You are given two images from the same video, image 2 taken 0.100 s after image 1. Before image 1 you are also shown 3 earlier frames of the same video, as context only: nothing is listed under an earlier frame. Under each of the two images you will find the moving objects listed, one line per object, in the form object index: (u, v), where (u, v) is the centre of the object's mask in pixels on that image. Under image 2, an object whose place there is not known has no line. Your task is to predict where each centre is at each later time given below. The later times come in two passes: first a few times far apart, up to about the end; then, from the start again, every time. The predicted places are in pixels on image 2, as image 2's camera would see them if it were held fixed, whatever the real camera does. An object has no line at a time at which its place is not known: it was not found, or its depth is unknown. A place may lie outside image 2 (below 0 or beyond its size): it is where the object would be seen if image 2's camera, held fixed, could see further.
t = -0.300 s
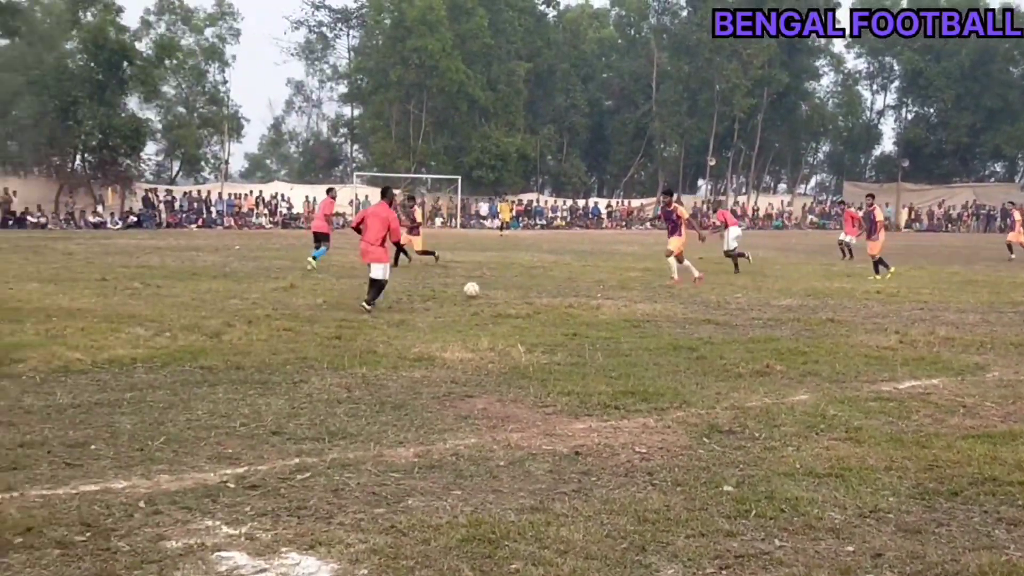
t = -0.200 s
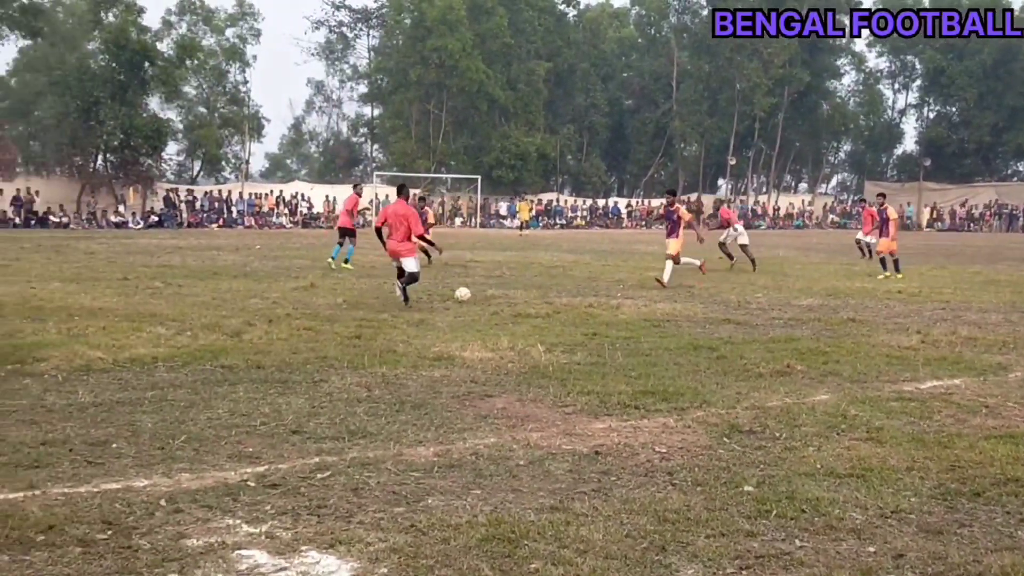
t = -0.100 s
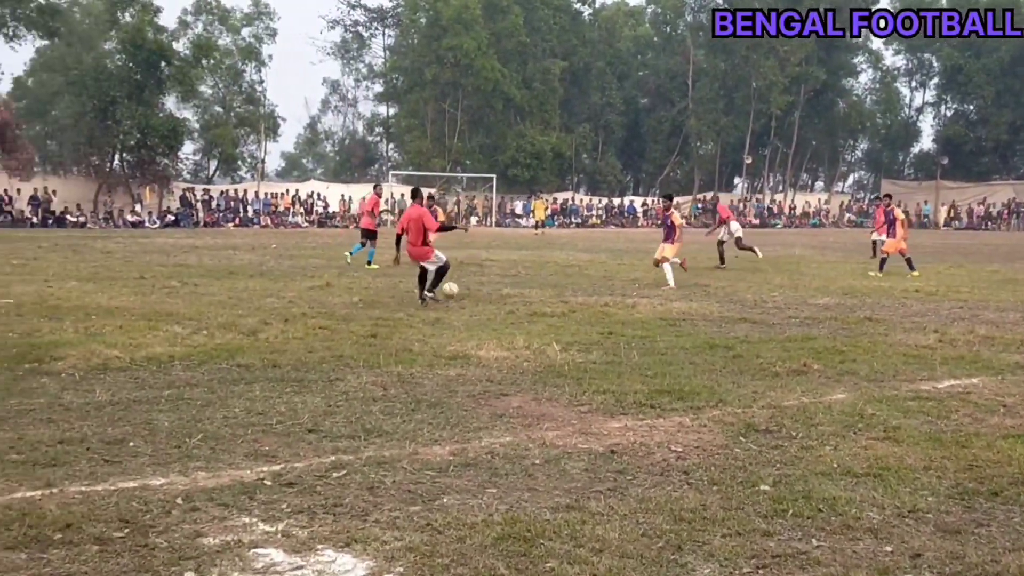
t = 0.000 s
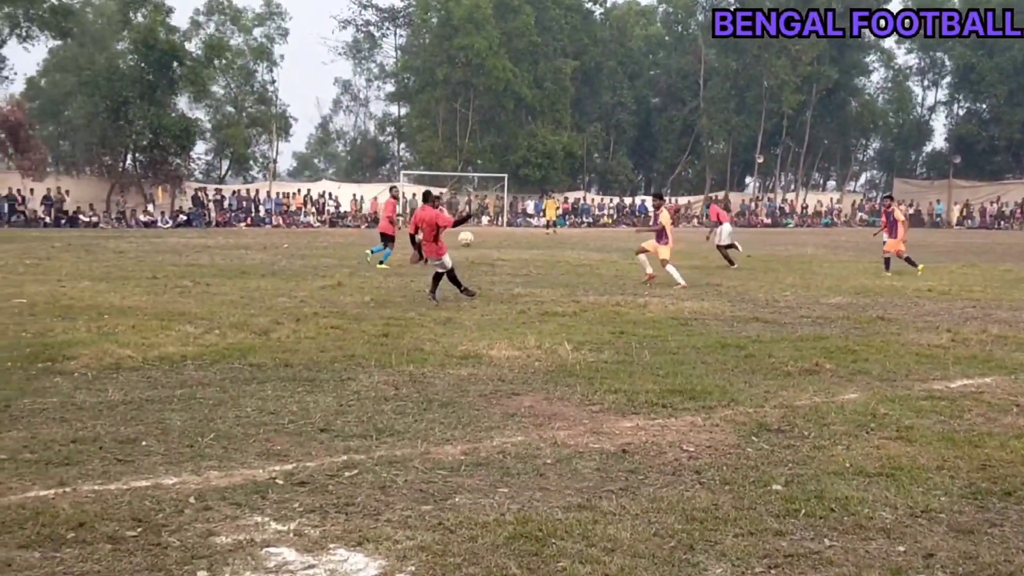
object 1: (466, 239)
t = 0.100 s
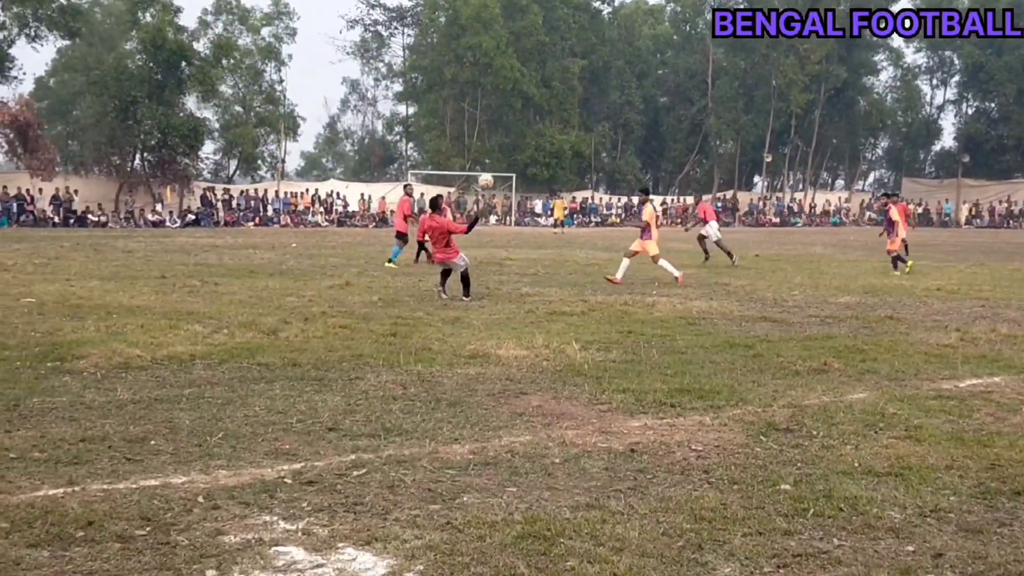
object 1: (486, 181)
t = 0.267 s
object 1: (498, 111)
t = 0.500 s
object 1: (508, 55)
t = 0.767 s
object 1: (509, 30)
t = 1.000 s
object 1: (506, 33)
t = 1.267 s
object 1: (500, 58)
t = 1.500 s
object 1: (492, 95)
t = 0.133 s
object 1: (489, 164)
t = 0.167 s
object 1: (492, 150)
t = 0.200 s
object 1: (495, 136)
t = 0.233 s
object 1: (496, 123)
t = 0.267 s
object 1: (498, 111)
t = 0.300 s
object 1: (500, 101)
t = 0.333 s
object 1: (502, 91)
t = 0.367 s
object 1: (503, 82)
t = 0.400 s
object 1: (505, 74)
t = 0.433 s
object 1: (505, 67)
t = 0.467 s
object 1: (506, 60)
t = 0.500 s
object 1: (508, 55)
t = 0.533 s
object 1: (508, 49)
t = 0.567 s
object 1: (509, 45)
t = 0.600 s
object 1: (509, 41)
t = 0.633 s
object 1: (509, 38)
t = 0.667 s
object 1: (509, 35)
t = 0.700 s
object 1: (509, 33)
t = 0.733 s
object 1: (509, 31)
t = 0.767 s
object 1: (509, 30)
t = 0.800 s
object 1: (509, 30)
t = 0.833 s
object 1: (508, 29)
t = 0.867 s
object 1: (508, 29)
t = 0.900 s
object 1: (508, 30)
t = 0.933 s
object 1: (507, 30)
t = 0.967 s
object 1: (506, 31)
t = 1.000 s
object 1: (506, 33)
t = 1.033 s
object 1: (505, 35)
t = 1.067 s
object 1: (504, 37)
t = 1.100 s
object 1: (504, 40)
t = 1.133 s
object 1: (503, 43)
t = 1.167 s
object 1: (502, 46)
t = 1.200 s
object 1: (501, 50)
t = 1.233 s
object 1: (501, 54)
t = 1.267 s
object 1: (500, 58)
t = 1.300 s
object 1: (499, 63)
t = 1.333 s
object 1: (498, 68)
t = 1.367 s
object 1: (496, 72)
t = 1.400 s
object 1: (496, 78)
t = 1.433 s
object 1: (495, 83)
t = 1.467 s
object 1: (494, 89)
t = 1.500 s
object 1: (492, 95)
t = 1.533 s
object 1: (492, 101)
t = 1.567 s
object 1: (491, 107)
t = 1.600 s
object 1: (490, 114)
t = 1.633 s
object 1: (489, 120)
